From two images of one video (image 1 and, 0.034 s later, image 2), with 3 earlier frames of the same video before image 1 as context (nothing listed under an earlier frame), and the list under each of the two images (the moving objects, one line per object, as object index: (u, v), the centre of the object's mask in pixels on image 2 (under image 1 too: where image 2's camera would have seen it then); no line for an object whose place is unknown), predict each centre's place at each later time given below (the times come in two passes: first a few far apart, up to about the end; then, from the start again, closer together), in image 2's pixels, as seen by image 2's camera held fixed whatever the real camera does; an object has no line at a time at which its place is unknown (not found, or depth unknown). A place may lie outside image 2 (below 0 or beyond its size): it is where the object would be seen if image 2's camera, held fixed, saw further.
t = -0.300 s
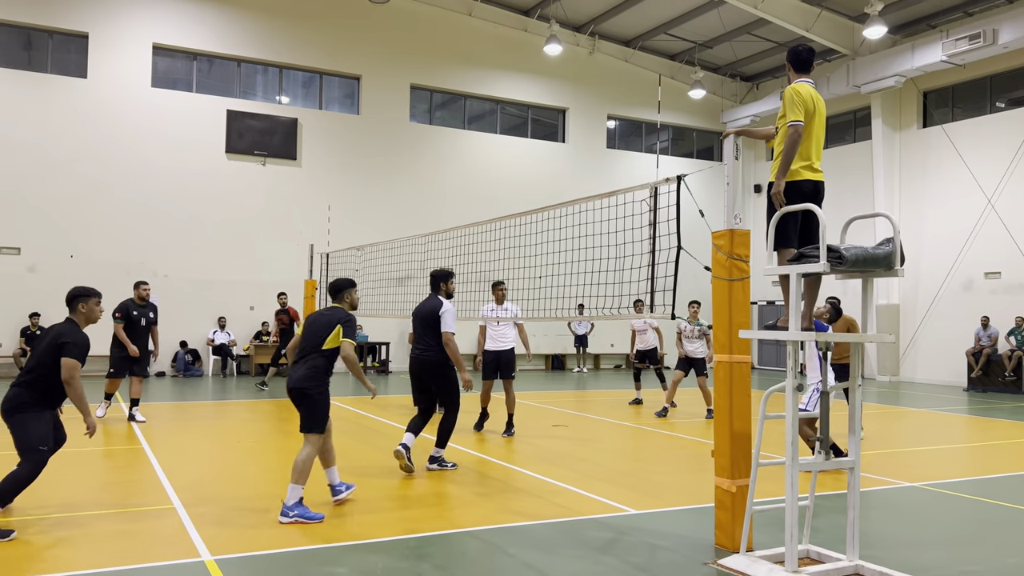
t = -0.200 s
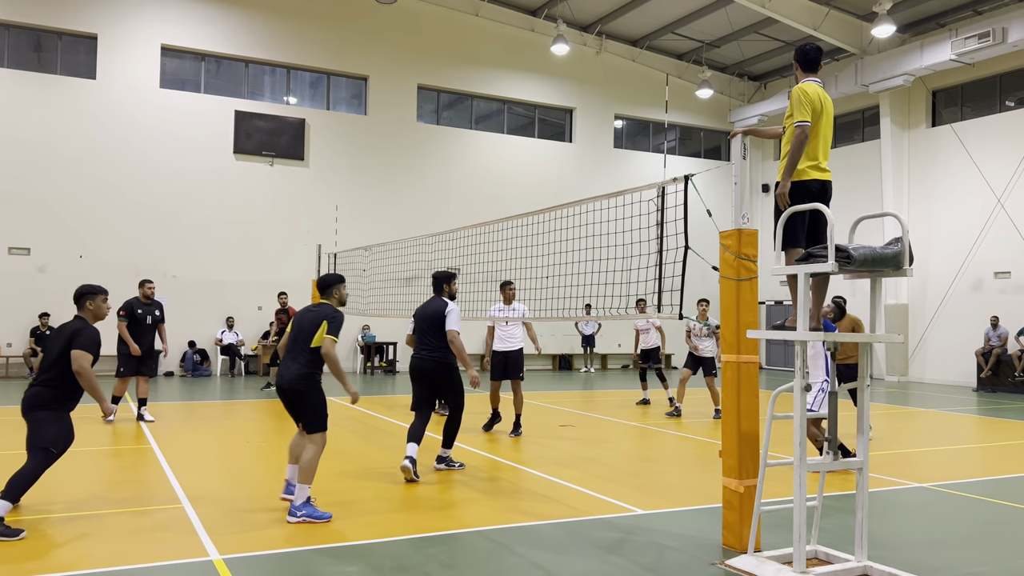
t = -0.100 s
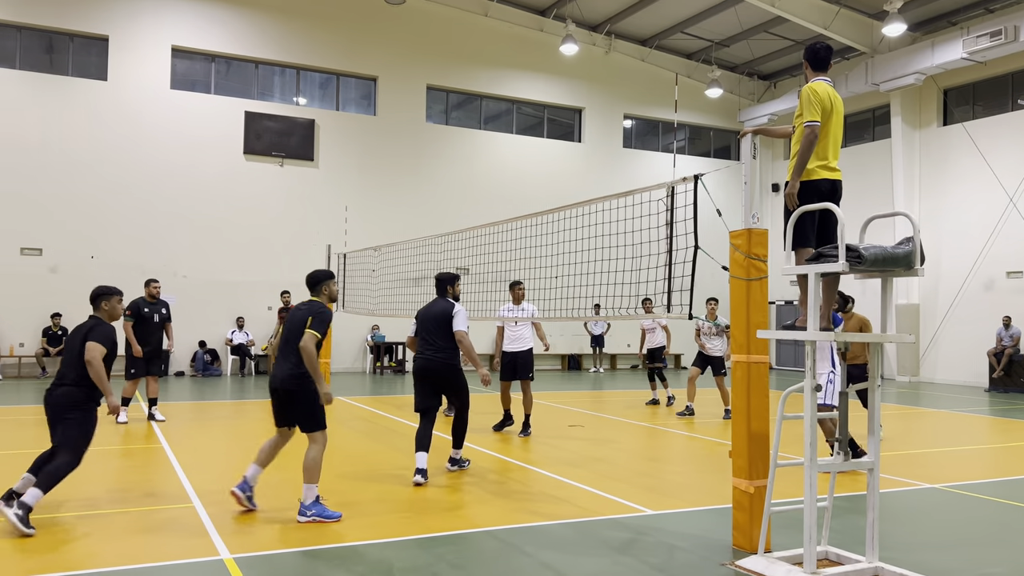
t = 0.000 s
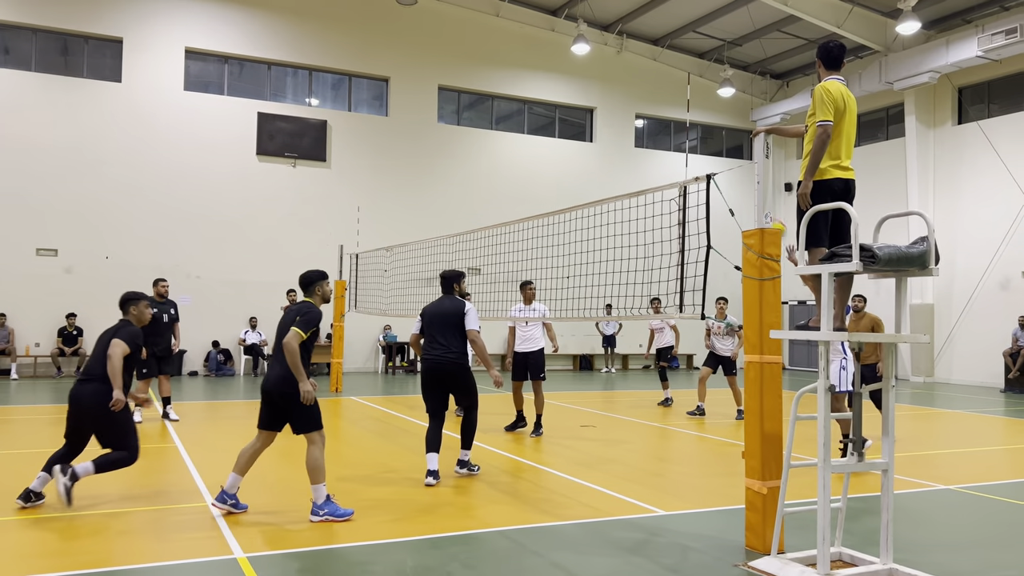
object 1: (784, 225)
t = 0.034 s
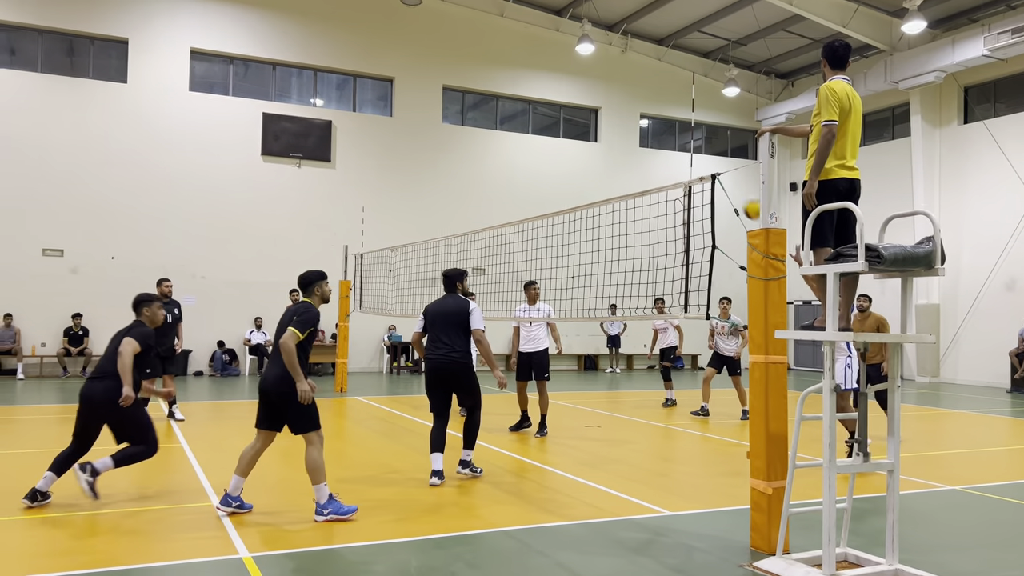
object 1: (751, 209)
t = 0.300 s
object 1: (536, 74)
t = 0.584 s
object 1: (288, 1)
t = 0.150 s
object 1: (659, 142)
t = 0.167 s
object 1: (646, 133)
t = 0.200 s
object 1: (618, 118)
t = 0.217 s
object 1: (605, 110)
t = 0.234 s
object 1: (591, 103)
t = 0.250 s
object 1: (578, 95)
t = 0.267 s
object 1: (564, 88)
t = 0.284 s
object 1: (550, 80)
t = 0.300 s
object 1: (536, 74)
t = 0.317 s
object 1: (523, 68)
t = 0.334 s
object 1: (509, 61)
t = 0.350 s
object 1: (495, 55)
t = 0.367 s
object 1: (481, 49)
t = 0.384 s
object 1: (466, 44)
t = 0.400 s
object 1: (452, 38)
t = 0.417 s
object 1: (438, 33)
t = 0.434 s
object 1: (423, 30)
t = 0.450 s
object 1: (409, 25)
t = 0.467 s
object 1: (394, 21)
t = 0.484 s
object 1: (379, 18)
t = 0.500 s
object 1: (364, 15)
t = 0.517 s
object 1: (349, 11)
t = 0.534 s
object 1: (334, 9)
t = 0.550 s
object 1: (319, 6)
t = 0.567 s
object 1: (304, 3)
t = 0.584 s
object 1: (288, 1)
